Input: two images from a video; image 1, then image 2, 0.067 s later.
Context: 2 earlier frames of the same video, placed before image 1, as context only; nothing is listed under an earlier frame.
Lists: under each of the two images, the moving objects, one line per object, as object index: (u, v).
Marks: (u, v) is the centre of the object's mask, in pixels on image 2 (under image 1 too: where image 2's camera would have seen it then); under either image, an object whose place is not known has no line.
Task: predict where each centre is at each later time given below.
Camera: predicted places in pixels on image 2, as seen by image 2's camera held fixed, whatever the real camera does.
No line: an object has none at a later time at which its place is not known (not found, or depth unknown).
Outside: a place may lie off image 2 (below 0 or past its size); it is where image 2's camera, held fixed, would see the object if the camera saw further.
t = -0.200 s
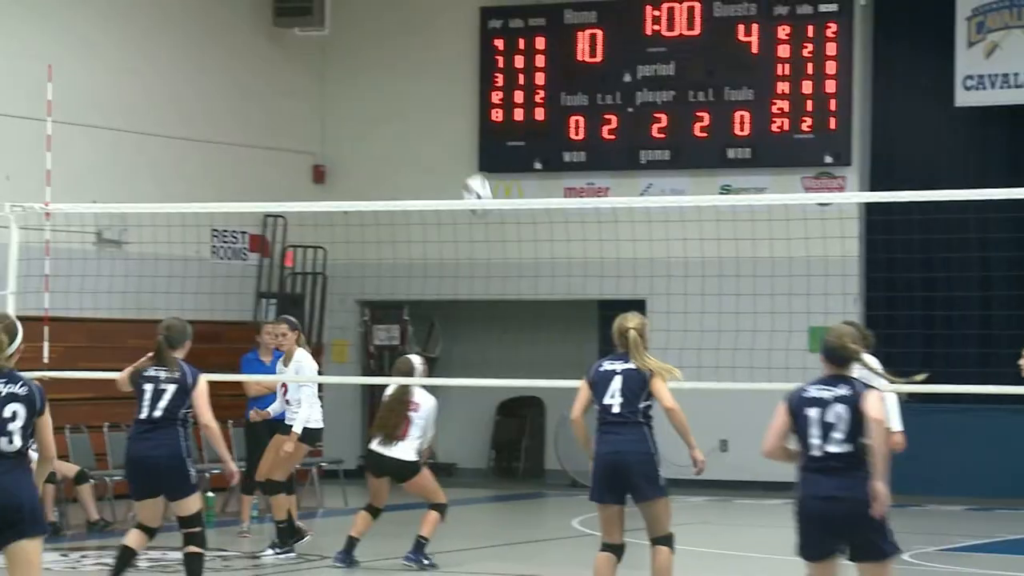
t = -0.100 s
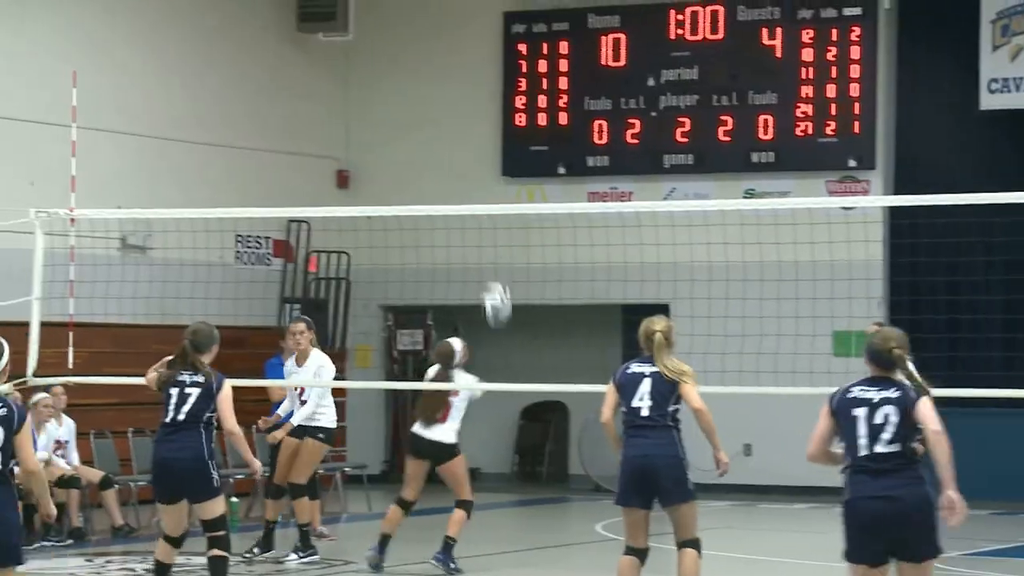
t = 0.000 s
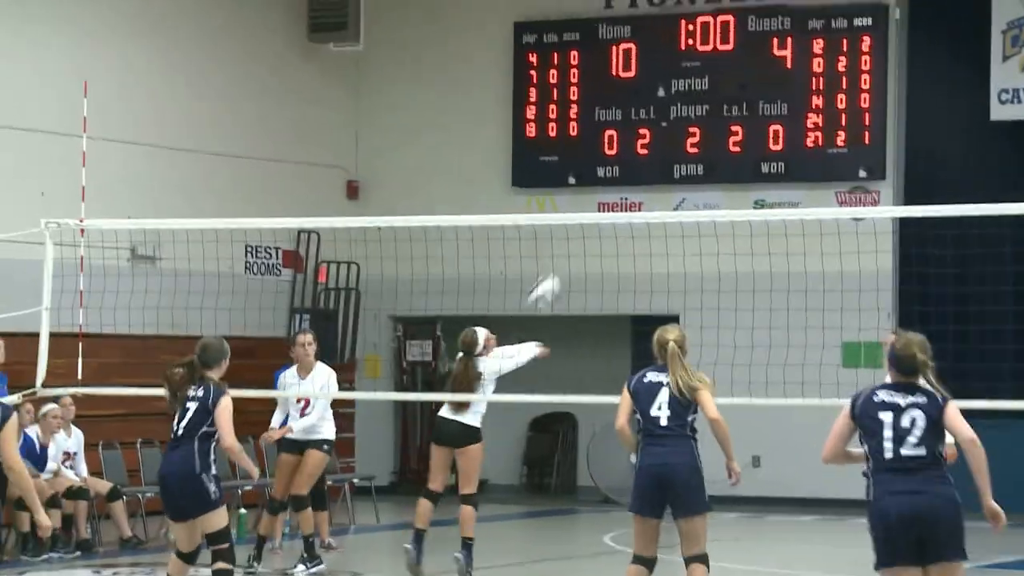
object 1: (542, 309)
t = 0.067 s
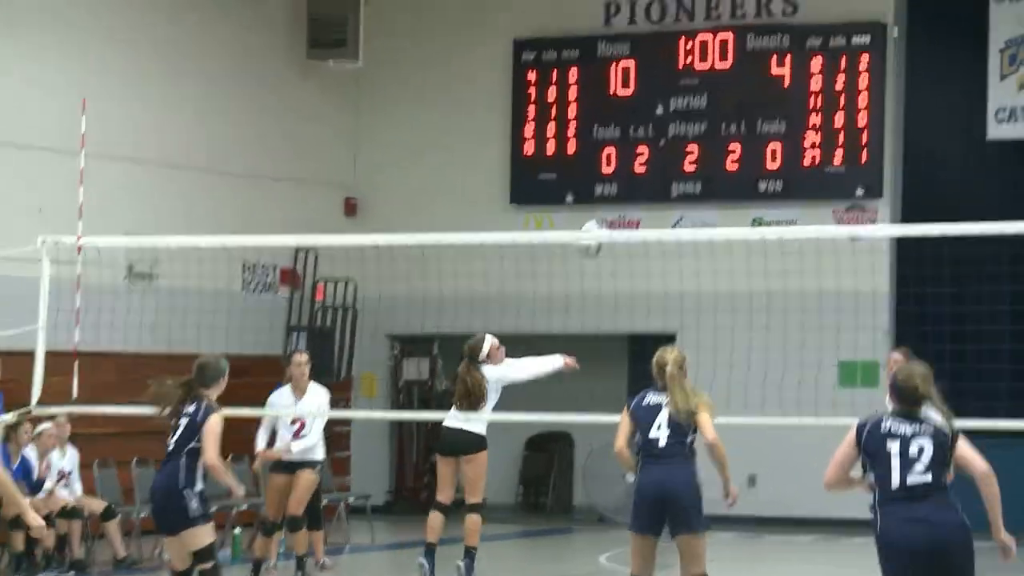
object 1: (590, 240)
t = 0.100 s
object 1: (616, 204)
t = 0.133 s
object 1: (640, 171)
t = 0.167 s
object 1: (666, 138)
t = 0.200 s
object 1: (691, 106)
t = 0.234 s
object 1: (717, 78)
